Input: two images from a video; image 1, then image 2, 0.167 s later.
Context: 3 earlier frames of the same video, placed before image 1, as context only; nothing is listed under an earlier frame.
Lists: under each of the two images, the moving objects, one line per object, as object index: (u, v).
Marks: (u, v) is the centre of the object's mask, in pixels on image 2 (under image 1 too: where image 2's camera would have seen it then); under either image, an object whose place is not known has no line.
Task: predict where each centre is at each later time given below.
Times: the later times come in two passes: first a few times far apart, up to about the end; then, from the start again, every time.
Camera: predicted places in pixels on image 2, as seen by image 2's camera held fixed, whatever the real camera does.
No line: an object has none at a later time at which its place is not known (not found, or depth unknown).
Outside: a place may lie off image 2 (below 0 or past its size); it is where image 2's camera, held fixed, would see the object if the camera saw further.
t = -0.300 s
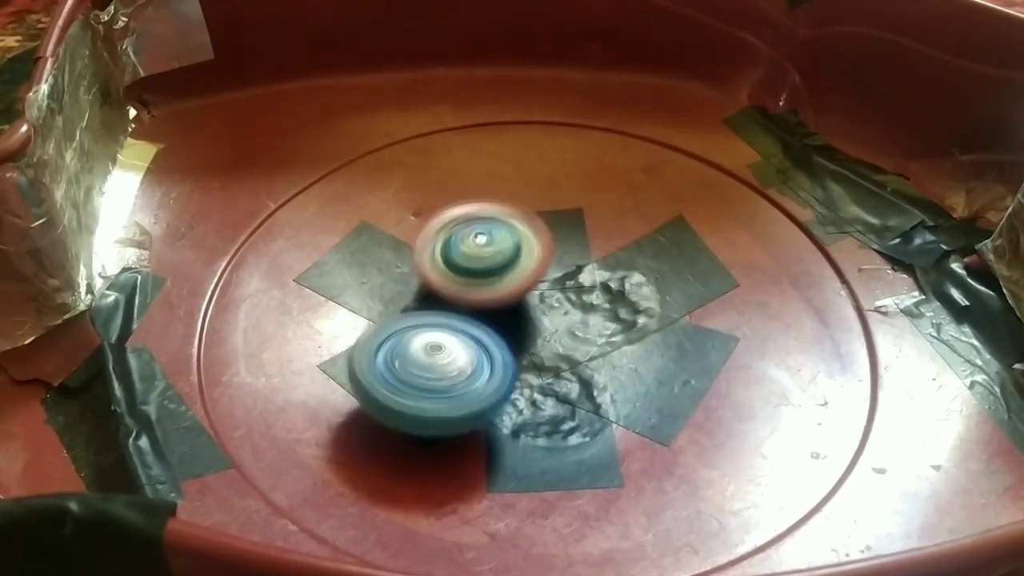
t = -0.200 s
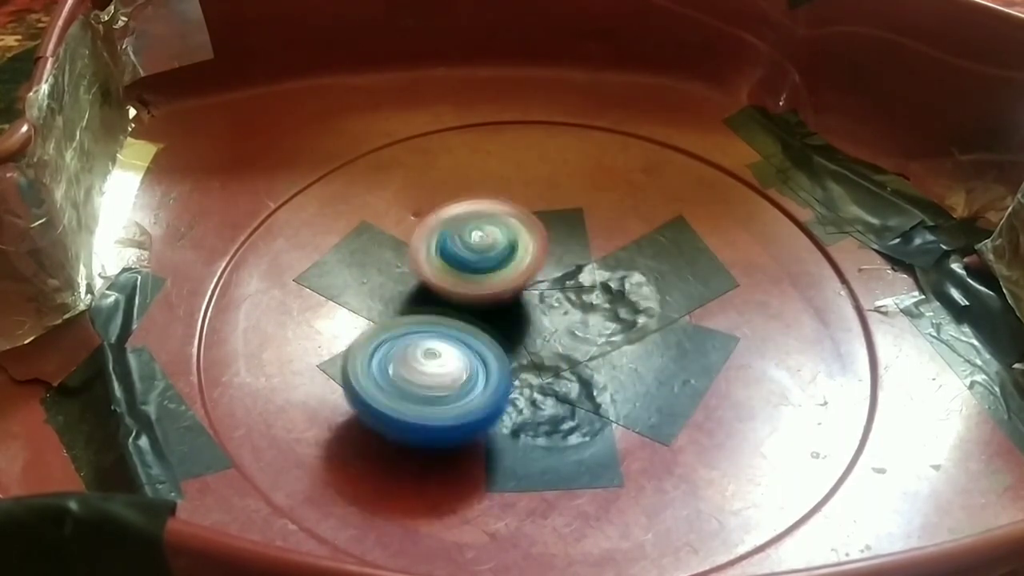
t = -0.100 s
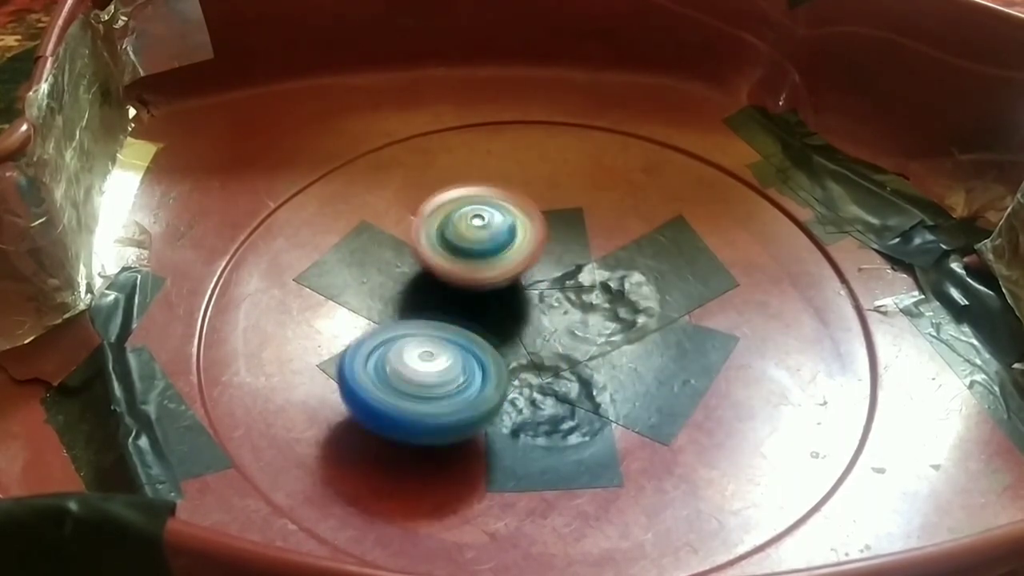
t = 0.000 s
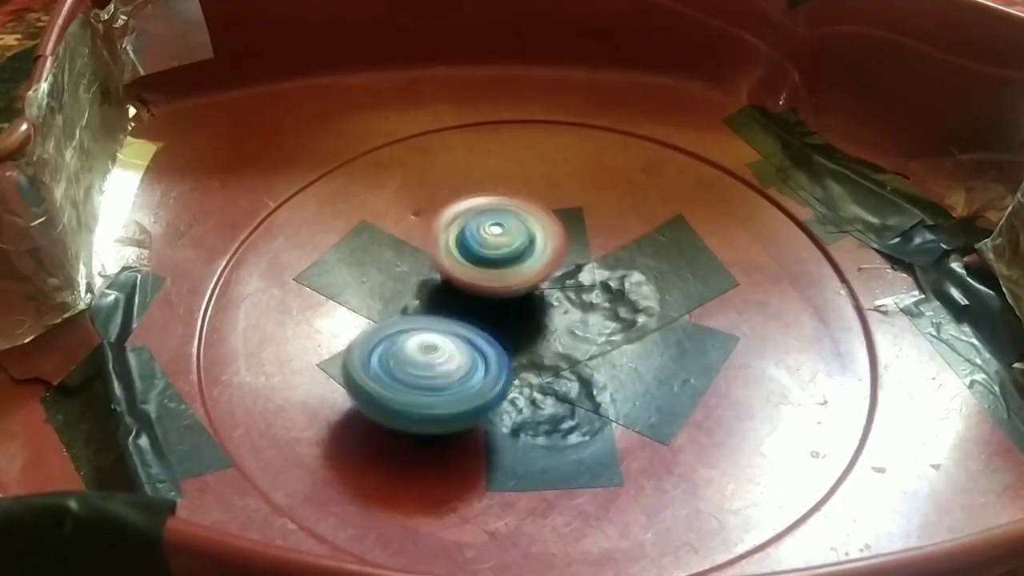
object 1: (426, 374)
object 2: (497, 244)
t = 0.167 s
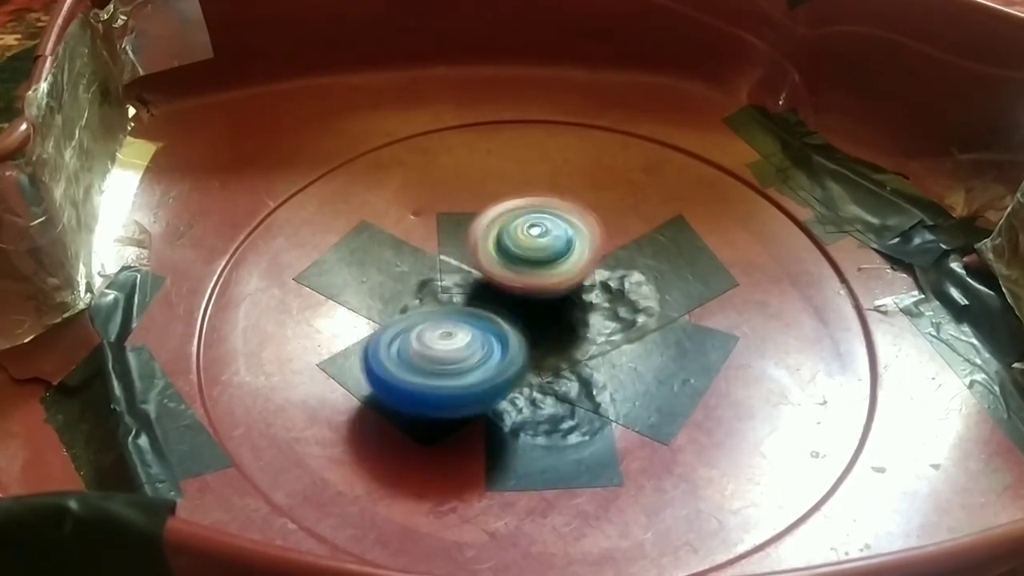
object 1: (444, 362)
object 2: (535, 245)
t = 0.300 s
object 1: (464, 352)
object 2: (573, 230)
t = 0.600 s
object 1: (467, 360)
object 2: (556, 232)
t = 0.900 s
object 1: (454, 340)
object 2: (537, 238)
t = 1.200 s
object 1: (433, 324)
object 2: (601, 287)
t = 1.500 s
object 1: (424, 309)
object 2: (632, 322)
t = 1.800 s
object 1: (427, 307)
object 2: (680, 332)
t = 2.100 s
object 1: (426, 307)
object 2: (605, 326)
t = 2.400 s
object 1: (377, 291)
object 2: (660, 338)
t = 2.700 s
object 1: (377, 291)
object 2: (650, 294)
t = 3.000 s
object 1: (379, 287)
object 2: (621, 353)
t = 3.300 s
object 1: (425, 293)
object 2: (637, 327)
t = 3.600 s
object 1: (422, 263)
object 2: (620, 348)
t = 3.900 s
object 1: (430, 260)
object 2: (686, 335)
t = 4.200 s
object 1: (439, 266)
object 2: (618, 308)
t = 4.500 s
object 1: (434, 279)
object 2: (669, 324)
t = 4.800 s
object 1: (463, 289)
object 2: (695, 293)
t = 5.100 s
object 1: (469, 289)
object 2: (619, 327)
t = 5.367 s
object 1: (463, 279)
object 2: (625, 366)
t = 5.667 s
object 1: (451, 279)
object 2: (623, 347)
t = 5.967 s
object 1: (428, 283)
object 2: (609, 327)
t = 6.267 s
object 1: (437, 289)
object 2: (672, 319)
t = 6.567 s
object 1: (458, 286)
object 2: (642, 299)
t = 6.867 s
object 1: (448, 275)
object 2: (634, 339)
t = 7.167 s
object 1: (445, 263)
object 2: (630, 354)
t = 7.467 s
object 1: (456, 277)
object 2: (618, 349)
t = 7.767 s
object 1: (464, 287)
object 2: (632, 324)
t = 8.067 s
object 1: (475, 292)
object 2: (679, 312)
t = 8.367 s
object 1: (477, 293)
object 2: (647, 305)
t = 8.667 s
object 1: (444, 285)
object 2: (632, 320)
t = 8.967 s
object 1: (448, 289)
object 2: (616, 319)
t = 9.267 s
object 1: (457, 291)
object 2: (623, 326)
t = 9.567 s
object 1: (459, 285)
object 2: (619, 329)
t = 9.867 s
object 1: (463, 286)
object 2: (617, 334)
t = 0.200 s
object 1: (448, 359)
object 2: (546, 244)
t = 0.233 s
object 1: (453, 357)
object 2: (559, 243)
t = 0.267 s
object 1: (458, 354)
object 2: (567, 238)
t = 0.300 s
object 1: (464, 352)
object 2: (573, 230)
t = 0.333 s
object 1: (469, 349)
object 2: (573, 227)
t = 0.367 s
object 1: (474, 347)
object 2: (566, 227)
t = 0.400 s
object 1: (474, 346)
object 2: (556, 228)
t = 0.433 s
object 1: (474, 345)
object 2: (547, 231)
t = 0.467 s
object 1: (473, 345)
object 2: (539, 235)
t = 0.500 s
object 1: (473, 346)
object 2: (535, 239)
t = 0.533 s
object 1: (476, 345)
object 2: (533, 243)
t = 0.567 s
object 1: (475, 349)
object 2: (541, 242)
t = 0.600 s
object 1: (467, 360)
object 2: (556, 232)
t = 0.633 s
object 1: (464, 364)
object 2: (564, 227)
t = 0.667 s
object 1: (462, 361)
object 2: (563, 222)
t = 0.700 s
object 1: (460, 359)
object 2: (560, 219)
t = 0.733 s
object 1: (458, 355)
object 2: (555, 218)
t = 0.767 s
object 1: (458, 352)
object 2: (549, 219)
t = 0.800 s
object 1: (458, 349)
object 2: (543, 221)
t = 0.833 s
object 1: (457, 346)
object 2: (538, 225)
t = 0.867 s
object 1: (455, 343)
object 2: (535, 231)
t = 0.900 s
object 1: (454, 340)
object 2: (537, 238)
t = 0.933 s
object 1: (453, 337)
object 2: (542, 243)
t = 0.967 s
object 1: (453, 335)
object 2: (550, 247)
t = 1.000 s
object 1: (453, 333)
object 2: (556, 252)
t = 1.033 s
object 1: (450, 332)
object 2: (558, 255)
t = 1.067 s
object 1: (445, 332)
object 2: (561, 258)
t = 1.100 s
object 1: (442, 331)
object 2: (565, 263)
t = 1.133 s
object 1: (438, 328)
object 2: (574, 272)
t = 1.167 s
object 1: (435, 326)
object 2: (586, 282)
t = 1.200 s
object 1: (433, 324)
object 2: (601, 287)
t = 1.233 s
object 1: (431, 322)
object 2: (614, 293)
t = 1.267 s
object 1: (430, 320)
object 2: (622, 296)
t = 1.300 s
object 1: (428, 319)
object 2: (629, 295)
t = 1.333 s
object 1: (426, 316)
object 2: (635, 294)
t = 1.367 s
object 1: (425, 314)
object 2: (635, 295)
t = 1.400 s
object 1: (423, 310)
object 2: (631, 299)
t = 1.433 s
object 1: (423, 308)
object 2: (629, 305)
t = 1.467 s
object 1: (424, 308)
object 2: (629, 314)
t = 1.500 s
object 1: (424, 309)
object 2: (632, 322)
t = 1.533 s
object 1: (424, 309)
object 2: (638, 329)
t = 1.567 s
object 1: (425, 308)
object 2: (643, 337)
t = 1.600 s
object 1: (425, 308)
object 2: (652, 342)
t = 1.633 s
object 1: (426, 309)
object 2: (658, 343)
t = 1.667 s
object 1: (426, 308)
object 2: (666, 343)
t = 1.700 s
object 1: (426, 308)
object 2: (673, 342)
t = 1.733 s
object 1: (426, 308)
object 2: (678, 339)
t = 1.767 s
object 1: (426, 307)
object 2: (679, 336)
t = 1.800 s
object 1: (427, 307)
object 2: (680, 332)
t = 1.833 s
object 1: (428, 308)
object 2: (678, 329)
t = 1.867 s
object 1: (427, 308)
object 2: (671, 323)
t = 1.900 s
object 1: (426, 307)
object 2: (662, 320)
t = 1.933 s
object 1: (426, 307)
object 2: (654, 318)
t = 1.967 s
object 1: (427, 307)
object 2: (644, 317)
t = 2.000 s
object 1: (428, 307)
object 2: (633, 318)
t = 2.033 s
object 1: (427, 308)
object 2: (623, 321)
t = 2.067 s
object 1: (426, 307)
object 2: (615, 324)
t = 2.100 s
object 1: (426, 307)
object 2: (605, 326)
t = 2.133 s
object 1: (427, 307)
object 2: (595, 329)
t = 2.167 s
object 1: (428, 308)
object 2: (587, 329)
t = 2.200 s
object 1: (406, 309)
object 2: (596, 331)
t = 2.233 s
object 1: (387, 305)
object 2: (610, 334)
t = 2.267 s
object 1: (383, 303)
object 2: (622, 340)
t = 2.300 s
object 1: (382, 299)
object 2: (630, 341)
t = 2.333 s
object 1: (380, 297)
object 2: (640, 341)
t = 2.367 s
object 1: (378, 295)
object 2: (652, 342)
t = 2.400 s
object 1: (377, 291)
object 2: (660, 338)
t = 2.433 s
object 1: (378, 291)
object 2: (666, 332)
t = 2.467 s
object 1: (378, 294)
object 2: (674, 327)
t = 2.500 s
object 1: (377, 292)
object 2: (680, 320)
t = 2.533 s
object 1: (377, 290)
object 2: (680, 312)
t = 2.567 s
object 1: (378, 289)
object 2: (677, 305)
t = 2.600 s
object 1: (378, 289)
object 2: (674, 299)
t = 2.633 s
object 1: (379, 291)
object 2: (665, 293)
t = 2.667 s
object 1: (380, 291)
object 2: (655, 291)
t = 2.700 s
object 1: (377, 291)
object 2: (650, 294)
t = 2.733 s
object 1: (377, 289)
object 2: (639, 298)
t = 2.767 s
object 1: (379, 288)
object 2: (627, 303)
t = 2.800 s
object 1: (382, 288)
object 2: (621, 310)
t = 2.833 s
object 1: (379, 287)
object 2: (617, 316)
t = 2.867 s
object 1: (379, 288)
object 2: (611, 323)
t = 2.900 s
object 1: (378, 286)
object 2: (612, 330)
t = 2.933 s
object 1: (377, 287)
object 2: (615, 339)
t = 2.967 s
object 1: (379, 286)
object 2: (617, 349)
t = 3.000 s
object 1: (379, 287)
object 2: (621, 353)
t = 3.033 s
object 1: (385, 289)
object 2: (629, 355)
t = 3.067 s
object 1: (392, 293)
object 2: (635, 356)
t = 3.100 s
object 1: (396, 294)
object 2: (640, 355)
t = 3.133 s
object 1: (404, 294)
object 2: (647, 351)
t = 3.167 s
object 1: (409, 294)
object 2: (647, 346)
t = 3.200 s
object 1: (411, 293)
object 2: (648, 342)
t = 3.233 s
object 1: (415, 293)
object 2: (645, 335)
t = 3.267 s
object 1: (421, 293)
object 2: (641, 331)
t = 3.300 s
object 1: (425, 293)
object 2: (637, 327)
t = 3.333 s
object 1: (428, 292)
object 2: (631, 322)
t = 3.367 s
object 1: (434, 290)
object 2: (623, 321)
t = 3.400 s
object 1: (437, 288)
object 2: (615, 321)
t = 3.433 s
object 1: (440, 287)
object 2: (610, 320)
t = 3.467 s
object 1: (442, 285)
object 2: (603, 324)
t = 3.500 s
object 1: (448, 282)
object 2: (594, 326)
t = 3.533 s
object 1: (435, 275)
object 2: (602, 333)
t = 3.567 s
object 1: (423, 267)
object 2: (612, 344)
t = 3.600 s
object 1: (422, 263)
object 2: (620, 348)
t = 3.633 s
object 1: (424, 264)
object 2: (627, 351)
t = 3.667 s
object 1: (423, 261)
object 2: (639, 355)
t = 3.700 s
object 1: (424, 258)
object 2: (647, 355)
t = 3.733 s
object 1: (427, 260)
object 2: (658, 356)
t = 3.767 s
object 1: (427, 260)
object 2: (668, 352)
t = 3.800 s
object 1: (427, 259)
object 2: (673, 348)
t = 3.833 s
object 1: (430, 260)
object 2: (680, 344)
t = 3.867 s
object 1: (430, 260)
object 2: (683, 338)
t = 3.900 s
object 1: (430, 260)
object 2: (686, 335)
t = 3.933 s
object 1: (433, 259)
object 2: (683, 327)
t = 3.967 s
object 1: (434, 259)
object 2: (679, 322)
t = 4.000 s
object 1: (433, 259)
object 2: (674, 315)
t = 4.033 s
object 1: (433, 258)
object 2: (666, 309)
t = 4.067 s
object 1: (433, 259)
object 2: (659, 306)
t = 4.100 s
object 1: (435, 259)
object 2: (646, 301)
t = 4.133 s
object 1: (439, 261)
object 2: (636, 304)
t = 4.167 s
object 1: (439, 264)
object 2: (626, 305)
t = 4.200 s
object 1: (439, 266)
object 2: (618, 308)
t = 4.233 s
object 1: (443, 269)
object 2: (610, 312)
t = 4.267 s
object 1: (446, 270)
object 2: (602, 316)
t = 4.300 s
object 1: (444, 272)
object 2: (593, 315)
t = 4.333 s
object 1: (436, 271)
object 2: (602, 317)
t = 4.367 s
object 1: (431, 273)
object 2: (622, 320)
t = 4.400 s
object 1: (433, 275)
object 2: (638, 323)
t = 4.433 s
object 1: (435, 275)
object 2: (648, 326)
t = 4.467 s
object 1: (433, 277)
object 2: (659, 326)
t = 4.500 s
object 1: (434, 279)
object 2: (669, 324)
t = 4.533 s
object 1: (436, 283)
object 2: (679, 323)
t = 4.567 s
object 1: (439, 285)
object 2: (683, 320)
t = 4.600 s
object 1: (442, 285)
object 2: (694, 318)
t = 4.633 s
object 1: (447, 286)
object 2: (700, 313)
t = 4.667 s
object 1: (449, 288)
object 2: (704, 310)
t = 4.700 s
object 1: (454, 288)
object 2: (707, 306)
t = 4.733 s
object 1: (457, 289)
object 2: (705, 301)
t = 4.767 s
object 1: (458, 289)
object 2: (702, 297)
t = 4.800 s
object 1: (463, 289)
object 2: (695, 293)
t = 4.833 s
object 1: (465, 290)
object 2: (686, 291)
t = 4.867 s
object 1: (469, 289)
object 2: (676, 289)
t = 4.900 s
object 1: (472, 289)
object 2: (667, 291)
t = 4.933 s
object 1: (474, 288)
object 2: (656, 292)
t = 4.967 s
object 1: (475, 288)
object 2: (645, 299)
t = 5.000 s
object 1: (477, 288)
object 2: (632, 306)
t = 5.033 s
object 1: (474, 289)
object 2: (626, 312)
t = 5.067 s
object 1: (472, 288)
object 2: (625, 320)
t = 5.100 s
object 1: (469, 289)
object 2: (619, 327)
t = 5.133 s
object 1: (470, 290)
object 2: (618, 333)
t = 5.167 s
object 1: (470, 289)
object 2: (611, 337)
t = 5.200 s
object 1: (464, 287)
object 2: (614, 346)
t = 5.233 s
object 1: (464, 286)
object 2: (615, 350)
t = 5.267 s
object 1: (466, 284)
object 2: (618, 357)
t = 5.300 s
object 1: (470, 281)
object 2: (621, 359)
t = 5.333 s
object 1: (467, 280)
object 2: (622, 365)
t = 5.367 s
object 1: (463, 279)
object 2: (625, 366)
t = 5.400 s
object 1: (461, 278)
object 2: (626, 370)
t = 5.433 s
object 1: (458, 276)
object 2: (629, 370)
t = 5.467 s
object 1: (457, 275)
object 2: (633, 369)
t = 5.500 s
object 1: (457, 274)
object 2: (636, 365)
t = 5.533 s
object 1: (455, 273)
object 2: (636, 365)
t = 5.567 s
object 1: (453, 274)
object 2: (634, 361)
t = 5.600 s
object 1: (452, 276)
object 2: (631, 357)
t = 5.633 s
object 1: (452, 277)
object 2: (628, 351)
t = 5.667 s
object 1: (451, 279)
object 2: (623, 347)
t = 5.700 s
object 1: (450, 279)
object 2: (618, 342)
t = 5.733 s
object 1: (449, 279)
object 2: (614, 341)
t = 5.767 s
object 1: (446, 279)
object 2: (611, 338)
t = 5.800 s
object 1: (446, 280)
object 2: (605, 335)
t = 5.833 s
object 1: (444, 281)
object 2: (600, 328)
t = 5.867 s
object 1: (444, 283)
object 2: (591, 325)
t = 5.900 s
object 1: (438, 285)
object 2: (597, 327)
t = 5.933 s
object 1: (425, 282)
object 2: (605, 327)
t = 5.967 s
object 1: (428, 283)
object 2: (609, 327)
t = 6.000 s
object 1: (428, 282)
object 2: (620, 332)
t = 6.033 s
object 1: (429, 281)
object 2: (624, 331)
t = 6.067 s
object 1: (430, 282)
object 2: (634, 333)
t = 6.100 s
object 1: (431, 283)
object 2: (640, 332)
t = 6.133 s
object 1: (433, 283)
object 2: (649, 331)
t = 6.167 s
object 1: (433, 284)
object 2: (656, 329)
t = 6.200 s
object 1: (434, 285)
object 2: (661, 326)
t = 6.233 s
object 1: (434, 288)
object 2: (667, 323)
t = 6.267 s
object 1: (437, 289)
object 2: (672, 319)
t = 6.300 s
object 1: (442, 289)
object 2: (674, 316)
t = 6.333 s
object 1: (442, 288)
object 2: (676, 310)
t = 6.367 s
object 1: (447, 289)
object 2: (676, 307)
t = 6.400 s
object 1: (449, 289)
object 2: (673, 301)
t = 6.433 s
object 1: (452, 289)
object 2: (670, 299)
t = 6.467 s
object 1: (454, 289)
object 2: (662, 294)
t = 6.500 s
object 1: (455, 288)
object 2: (658, 295)
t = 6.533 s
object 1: (457, 286)
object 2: (649, 298)
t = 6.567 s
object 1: (458, 286)
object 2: (642, 299)
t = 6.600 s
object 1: (461, 286)
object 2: (635, 302)
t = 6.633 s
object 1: (462, 287)
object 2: (627, 303)
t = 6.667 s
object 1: (465, 286)
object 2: (623, 307)
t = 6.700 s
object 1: (468, 285)
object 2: (619, 312)
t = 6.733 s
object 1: (459, 283)
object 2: (624, 321)
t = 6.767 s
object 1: (453, 282)
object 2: (627, 327)
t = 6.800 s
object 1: (450, 280)
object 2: (631, 332)
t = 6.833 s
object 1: (453, 277)
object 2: (632, 336)
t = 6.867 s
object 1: (448, 275)
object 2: (634, 339)
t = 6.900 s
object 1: (449, 273)
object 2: (633, 344)
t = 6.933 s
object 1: (450, 272)
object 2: (635, 346)
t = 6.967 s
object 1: (449, 269)
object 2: (637, 350)
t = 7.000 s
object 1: (446, 268)
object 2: (636, 352)
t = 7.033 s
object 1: (443, 268)
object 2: (638, 354)
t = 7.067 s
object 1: (446, 265)
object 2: (634, 355)
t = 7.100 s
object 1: (444, 263)
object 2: (635, 353)
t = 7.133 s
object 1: (445, 265)
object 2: (636, 357)
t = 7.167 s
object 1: (445, 263)
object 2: (630, 354)
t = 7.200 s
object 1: (445, 263)
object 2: (631, 353)
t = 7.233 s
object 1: (445, 264)
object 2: (628, 355)
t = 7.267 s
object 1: (445, 266)
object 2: (624, 351)
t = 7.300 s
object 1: (449, 268)
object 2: (622, 350)
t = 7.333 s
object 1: (450, 269)
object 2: (617, 347)
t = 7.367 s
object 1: (452, 271)
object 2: (618, 347)
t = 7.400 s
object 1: (453, 274)
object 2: (620, 352)
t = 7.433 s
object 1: (457, 275)
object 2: (620, 352)
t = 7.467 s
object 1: (456, 277)
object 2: (618, 349)
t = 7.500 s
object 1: (459, 278)
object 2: (620, 346)
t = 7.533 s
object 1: (461, 280)
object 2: (620, 342)
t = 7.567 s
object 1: (462, 280)
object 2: (621, 339)
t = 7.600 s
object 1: (464, 282)
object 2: (619, 336)
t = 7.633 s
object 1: (464, 283)
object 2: (620, 329)
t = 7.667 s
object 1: (470, 284)
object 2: (620, 328)
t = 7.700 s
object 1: (469, 284)
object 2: (618, 324)
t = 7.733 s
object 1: (466, 285)
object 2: (626, 323)
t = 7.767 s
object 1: (464, 287)
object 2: (632, 324)
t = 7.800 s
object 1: (470, 287)
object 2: (635, 321)
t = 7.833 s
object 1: (473, 287)
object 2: (645, 321)
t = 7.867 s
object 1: (475, 286)
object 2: (652, 322)
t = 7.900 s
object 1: (475, 289)
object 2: (657, 320)
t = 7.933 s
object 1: (477, 291)
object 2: (665, 320)
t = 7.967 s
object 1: (478, 291)
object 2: (669, 318)
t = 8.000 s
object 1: (475, 291)
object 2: (672, 316)
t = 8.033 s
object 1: (475, 292)
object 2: (677, 315)
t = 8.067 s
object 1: (475, 292)
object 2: (679, 312)
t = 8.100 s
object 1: (475, 292)
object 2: (680, 311)
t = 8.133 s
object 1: (475, 292)
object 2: (679, 312)
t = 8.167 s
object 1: (475, 293)
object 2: (679, 307)
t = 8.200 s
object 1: (475, 292)
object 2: (678, 308)
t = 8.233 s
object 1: (476, 292)
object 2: (672, 307)
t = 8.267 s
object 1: (478, 291)
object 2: (667, 305)
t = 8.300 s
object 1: (476, 292)
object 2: (658, 304)
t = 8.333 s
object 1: (477, 293)
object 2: (650, 302)
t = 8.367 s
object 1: (477, 293)
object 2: (647, 305)
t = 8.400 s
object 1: (476, 291)
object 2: (638, 307)
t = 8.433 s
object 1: (475, 292)
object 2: (631, 308)
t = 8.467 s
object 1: (460, 291)
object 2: (638, 314)
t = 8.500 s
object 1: (452, 292)
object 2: (636, 316)
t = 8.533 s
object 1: (451, 291)
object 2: (634, 314)
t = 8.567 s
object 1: (452, 289)
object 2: (638, 317)
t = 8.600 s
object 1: (448, 287)
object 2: (634, 320)
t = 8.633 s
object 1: (447, 286)
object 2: (631, 319)
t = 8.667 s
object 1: (444, 285)
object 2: (632, 320)
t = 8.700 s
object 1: (443, 284)
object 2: (633, 324)
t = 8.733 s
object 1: (439, 284)
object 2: (628, 323)
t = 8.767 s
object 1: (441, 287)
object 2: (628, 320)
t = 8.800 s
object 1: (443, 289)
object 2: (631, 324)
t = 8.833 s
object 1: (445, 288)
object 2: (627, 324)
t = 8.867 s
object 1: (442, 287)
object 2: (623, 321)
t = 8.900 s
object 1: (444, 289)
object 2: (623, 322)
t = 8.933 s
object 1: (446, 290)
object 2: (621, 322)
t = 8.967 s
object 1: (448, 289)
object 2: (616, 319)
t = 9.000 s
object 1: (448, 291)
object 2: (616, 318)
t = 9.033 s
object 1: (452, 291)
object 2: (619, 321)
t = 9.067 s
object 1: (452, 292)
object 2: (615, 321)
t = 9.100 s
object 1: (455, 293)
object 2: (615, 320)
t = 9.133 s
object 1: (456, 294)
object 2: (618, 323)
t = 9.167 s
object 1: (460, 294)
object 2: (615, 323)
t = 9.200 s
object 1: (458, 294)
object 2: (613, 321)
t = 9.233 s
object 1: (458, 292)
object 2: (618, 320)
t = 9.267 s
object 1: (457, 291)
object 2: (623, 326)
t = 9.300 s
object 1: (457, 289)
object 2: (619, 325)
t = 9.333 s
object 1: (457, 290)
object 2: (618, 322)
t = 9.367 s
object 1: (461, 290)
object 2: (620, 322)
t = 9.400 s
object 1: (463, 288)
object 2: (623, 327)
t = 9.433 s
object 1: (462, 287)
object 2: (620, 327)
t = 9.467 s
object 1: (461, 288)
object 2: (620, 326)
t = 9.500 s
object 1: (462, 287)
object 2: (625, 328)
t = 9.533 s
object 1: (460, 285)
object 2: (622, 330)
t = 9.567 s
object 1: (459, 285)
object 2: (619, 329)
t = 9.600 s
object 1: (460, 287)
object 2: (620, 327)
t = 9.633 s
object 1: (463, 287)
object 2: (624, 331)
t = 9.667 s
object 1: (462, 285)
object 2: (620, 332)
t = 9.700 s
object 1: (462, 286)
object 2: (616, 330)
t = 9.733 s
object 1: (463, 287)
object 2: (619, 331)
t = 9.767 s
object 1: (464, 285)
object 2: (618, 333)
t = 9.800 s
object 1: (462, 285)
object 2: (615, 332)
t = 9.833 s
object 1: (462, 285)
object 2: (614, 331)
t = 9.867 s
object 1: (463, 286)
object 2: (617, 334)
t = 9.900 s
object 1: (463, 284)
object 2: (616, 336)
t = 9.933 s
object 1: (459, 283)
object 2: (613, 334)
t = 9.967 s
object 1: (460, 284)
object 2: (614, 331)
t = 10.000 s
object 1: (458, 284)
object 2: (618, 334)
